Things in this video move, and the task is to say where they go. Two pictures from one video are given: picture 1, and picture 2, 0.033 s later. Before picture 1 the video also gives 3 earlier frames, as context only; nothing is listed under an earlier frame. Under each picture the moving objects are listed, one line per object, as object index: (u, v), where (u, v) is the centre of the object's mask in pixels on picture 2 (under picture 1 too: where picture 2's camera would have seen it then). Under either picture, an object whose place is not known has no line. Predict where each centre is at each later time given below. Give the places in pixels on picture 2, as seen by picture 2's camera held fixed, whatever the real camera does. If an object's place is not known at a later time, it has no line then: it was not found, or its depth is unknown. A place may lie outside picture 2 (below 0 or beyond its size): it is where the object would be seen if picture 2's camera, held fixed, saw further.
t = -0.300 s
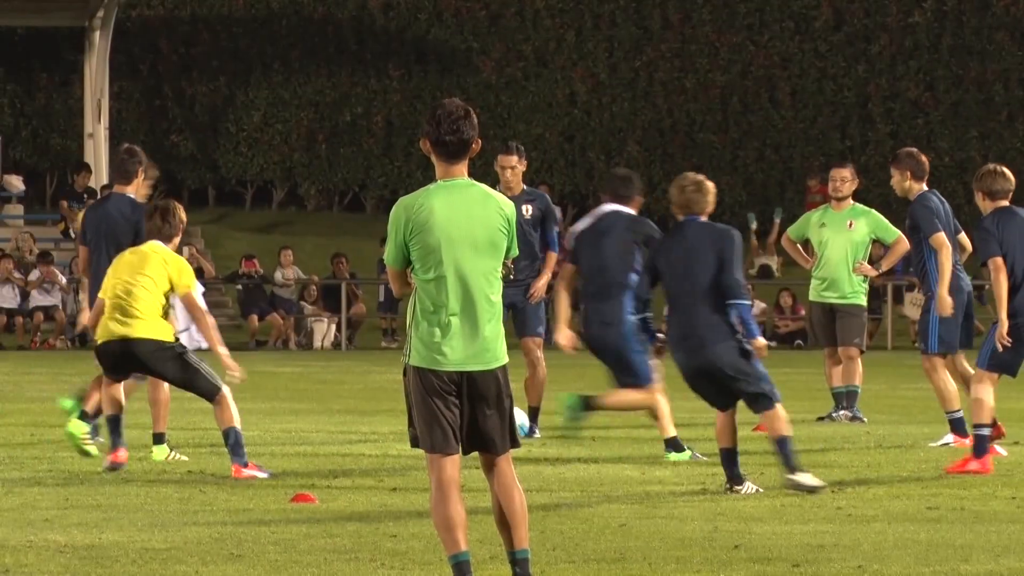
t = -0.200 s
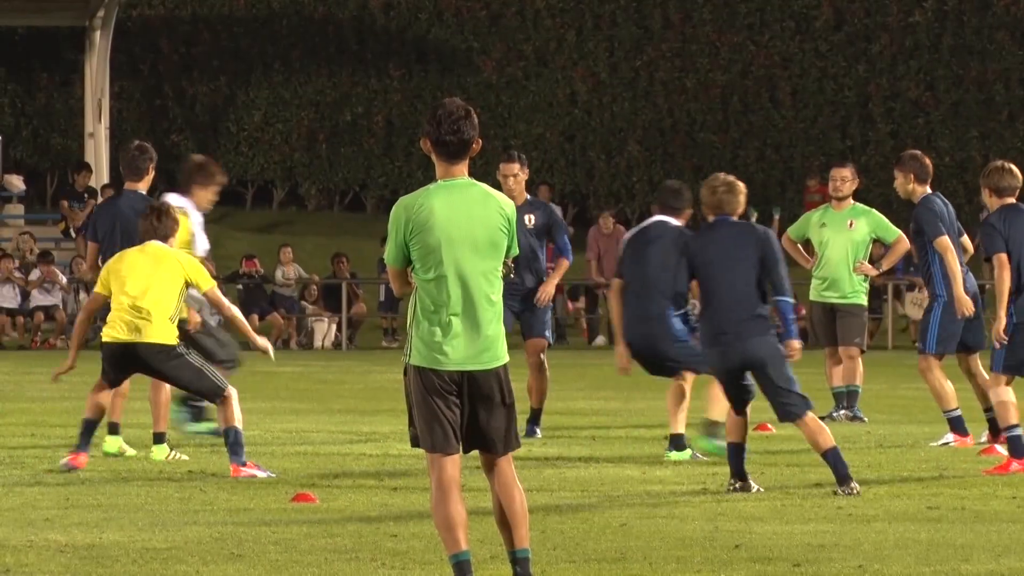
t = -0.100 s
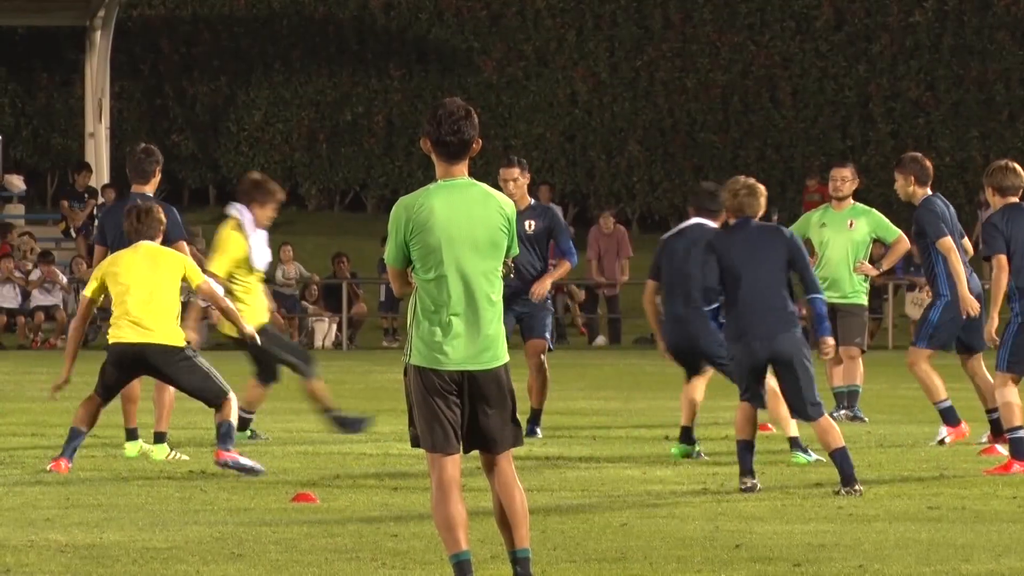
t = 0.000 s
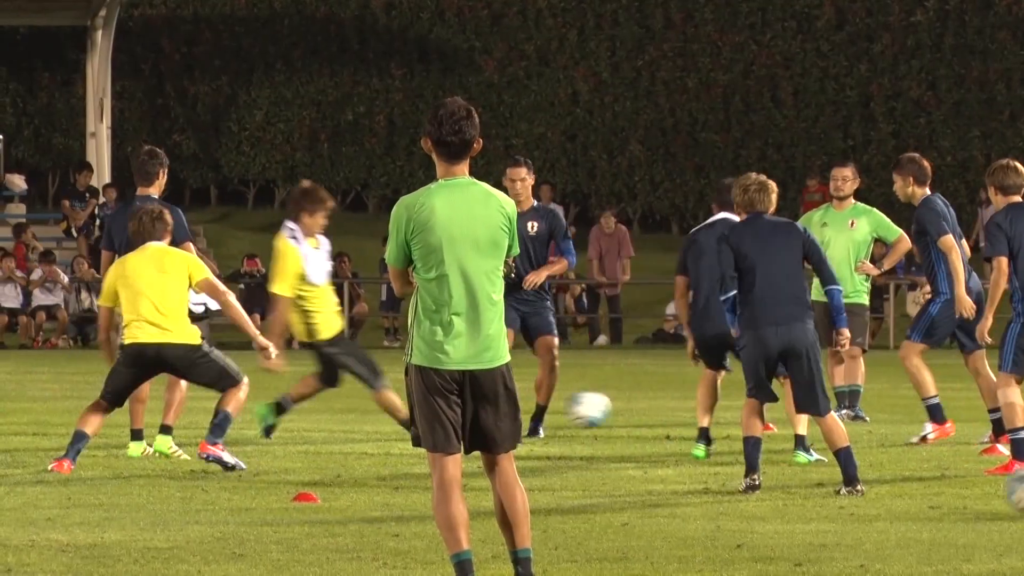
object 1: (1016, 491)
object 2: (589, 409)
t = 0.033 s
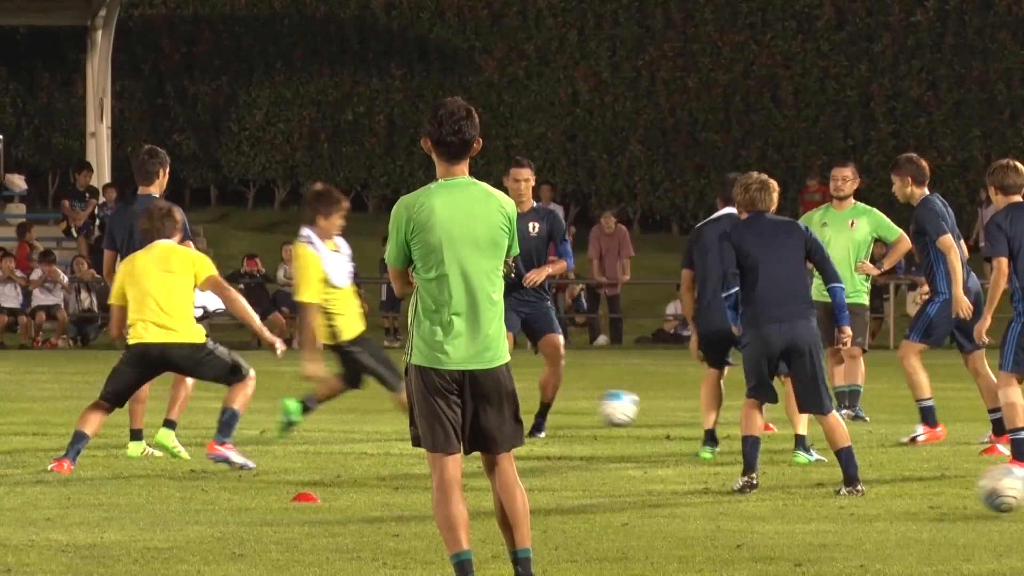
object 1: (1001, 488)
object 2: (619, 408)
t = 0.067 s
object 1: (977, 489)
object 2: (649, 409)
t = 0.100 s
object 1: (948, 491)
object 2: (679, 411)
